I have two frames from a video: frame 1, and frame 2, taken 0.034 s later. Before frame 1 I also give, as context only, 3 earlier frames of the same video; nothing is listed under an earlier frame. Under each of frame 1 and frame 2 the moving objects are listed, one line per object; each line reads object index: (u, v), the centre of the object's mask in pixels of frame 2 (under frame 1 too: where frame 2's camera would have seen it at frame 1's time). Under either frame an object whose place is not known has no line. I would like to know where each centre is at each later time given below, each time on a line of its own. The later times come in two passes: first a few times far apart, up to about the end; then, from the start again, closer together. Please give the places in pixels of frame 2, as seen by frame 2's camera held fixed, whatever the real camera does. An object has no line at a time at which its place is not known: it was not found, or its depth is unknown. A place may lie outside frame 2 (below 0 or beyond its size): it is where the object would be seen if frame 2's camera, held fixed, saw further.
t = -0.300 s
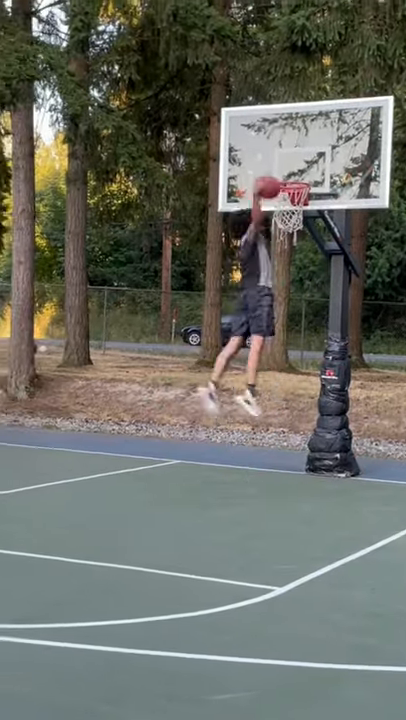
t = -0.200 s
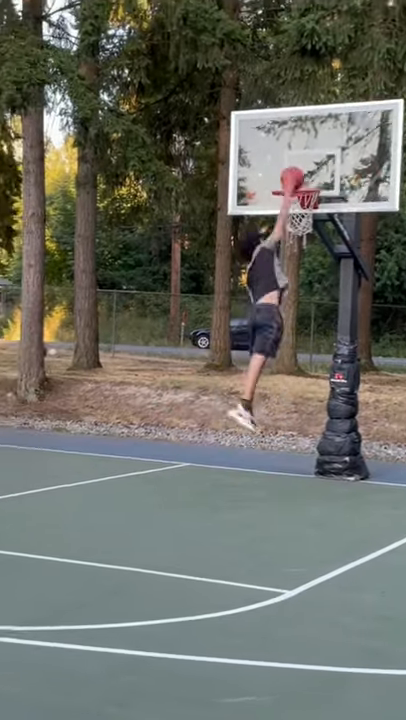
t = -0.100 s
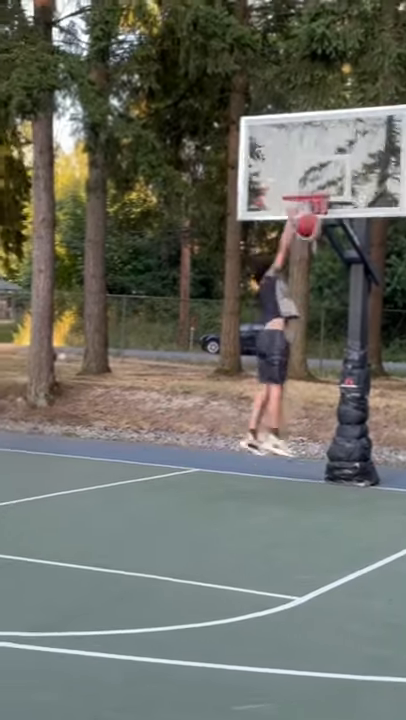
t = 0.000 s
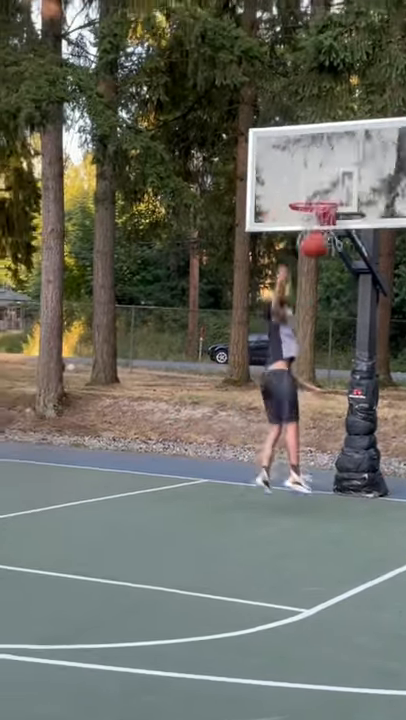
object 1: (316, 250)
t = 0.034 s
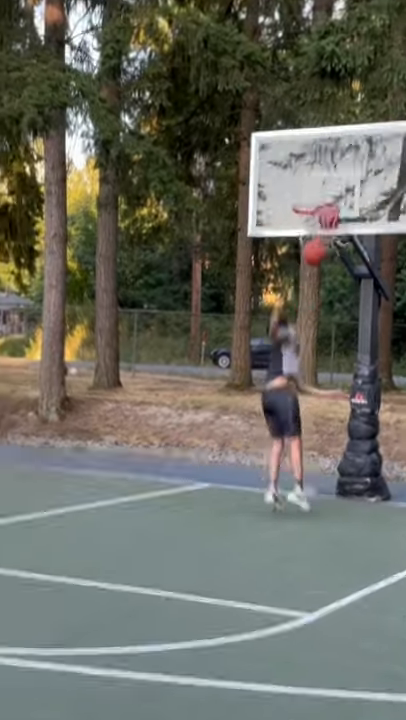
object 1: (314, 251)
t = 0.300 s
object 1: (303, 323)
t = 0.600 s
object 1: (291, 498)
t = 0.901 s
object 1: (295, 403)
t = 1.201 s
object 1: (297, 367)
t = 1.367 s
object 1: (296, 394)
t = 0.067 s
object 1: (313, 256)
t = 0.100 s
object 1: (311, 261)
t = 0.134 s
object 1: (310, 268)
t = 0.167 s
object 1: (309, 278)
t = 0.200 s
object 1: (308, 287)
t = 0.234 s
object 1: (306, 298)
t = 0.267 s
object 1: (305, 311)
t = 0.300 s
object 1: (303, 323)
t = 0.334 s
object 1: (302, 338)
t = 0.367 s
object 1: (301, 354)
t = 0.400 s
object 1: (300, 370)
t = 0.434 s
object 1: (299, 388)
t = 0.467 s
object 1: (298, 408)
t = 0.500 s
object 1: (296, 429)
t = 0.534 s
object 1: (295, 451)
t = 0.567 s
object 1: (294, 474)
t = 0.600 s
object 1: (291, 498)
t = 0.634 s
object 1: (290, 510)
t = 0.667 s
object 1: (291, 494)
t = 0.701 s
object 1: (292, 478)
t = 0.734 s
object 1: (293, 463)
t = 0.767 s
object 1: (293, 448)
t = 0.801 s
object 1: (294, 436)
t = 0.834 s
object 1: (294, 423)
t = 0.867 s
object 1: (295, 412)
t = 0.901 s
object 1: (295, 403)
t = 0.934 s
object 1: (295, 393)
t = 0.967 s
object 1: (296, 386)
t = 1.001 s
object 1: (298, 380)
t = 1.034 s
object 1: (297, 376)
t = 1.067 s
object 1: (297, 371)
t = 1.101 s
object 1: (296, 368)
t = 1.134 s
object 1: (297, 366)
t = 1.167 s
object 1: (297, 366)
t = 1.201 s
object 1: (297, 367)
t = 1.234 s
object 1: (297, 370)
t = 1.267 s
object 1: (297, 374)
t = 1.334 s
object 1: (297, 386)
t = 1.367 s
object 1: (296, 394)
